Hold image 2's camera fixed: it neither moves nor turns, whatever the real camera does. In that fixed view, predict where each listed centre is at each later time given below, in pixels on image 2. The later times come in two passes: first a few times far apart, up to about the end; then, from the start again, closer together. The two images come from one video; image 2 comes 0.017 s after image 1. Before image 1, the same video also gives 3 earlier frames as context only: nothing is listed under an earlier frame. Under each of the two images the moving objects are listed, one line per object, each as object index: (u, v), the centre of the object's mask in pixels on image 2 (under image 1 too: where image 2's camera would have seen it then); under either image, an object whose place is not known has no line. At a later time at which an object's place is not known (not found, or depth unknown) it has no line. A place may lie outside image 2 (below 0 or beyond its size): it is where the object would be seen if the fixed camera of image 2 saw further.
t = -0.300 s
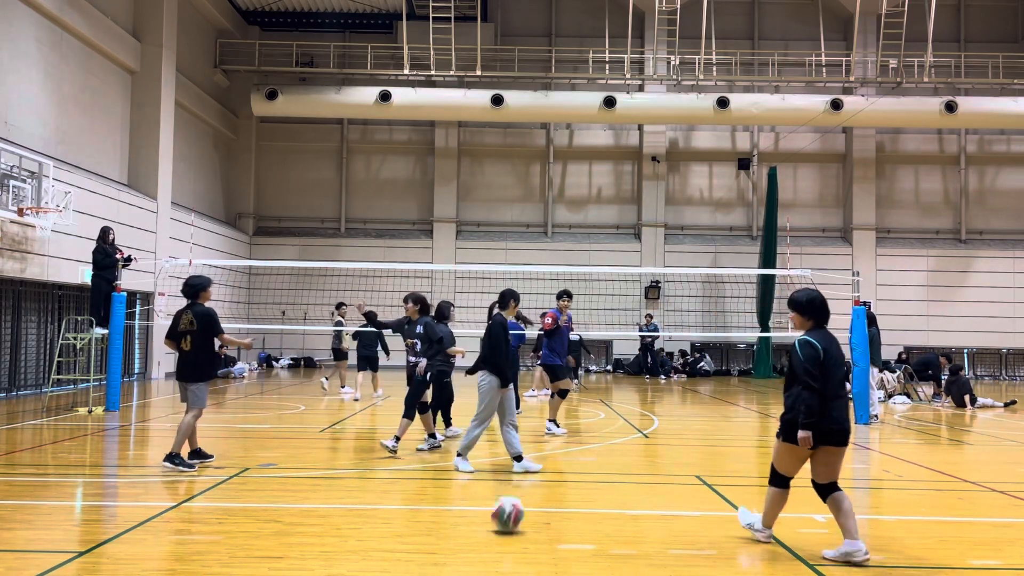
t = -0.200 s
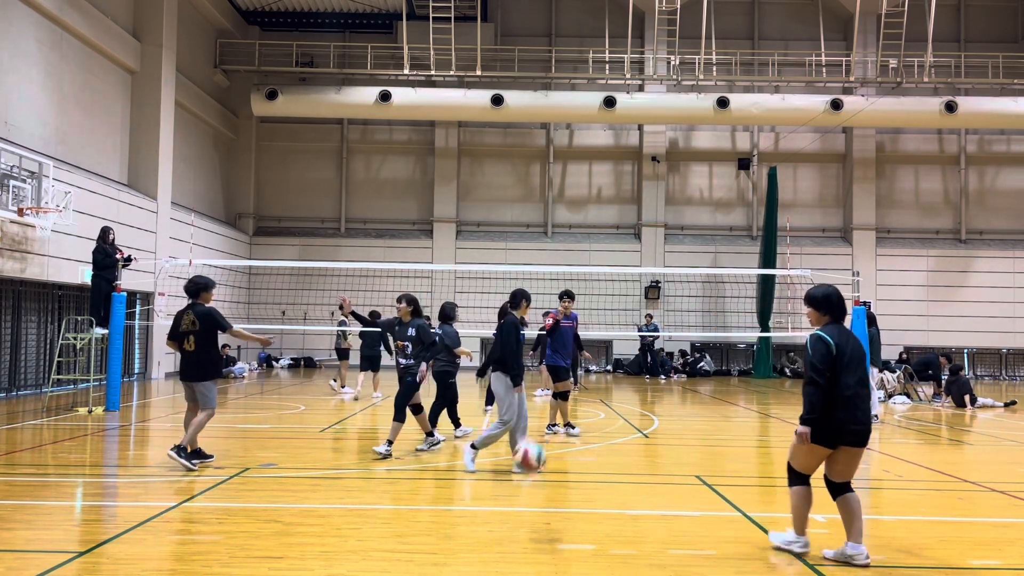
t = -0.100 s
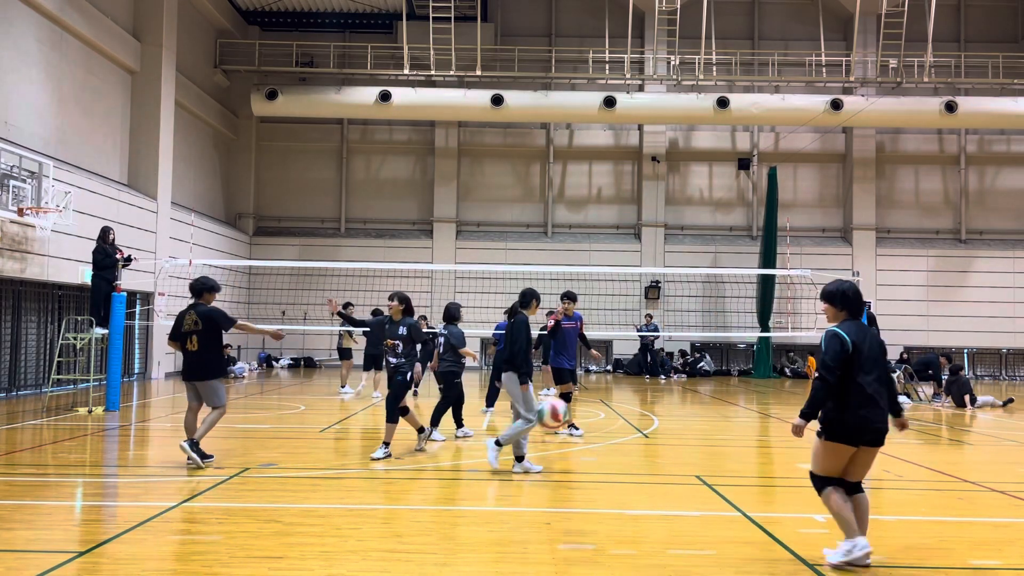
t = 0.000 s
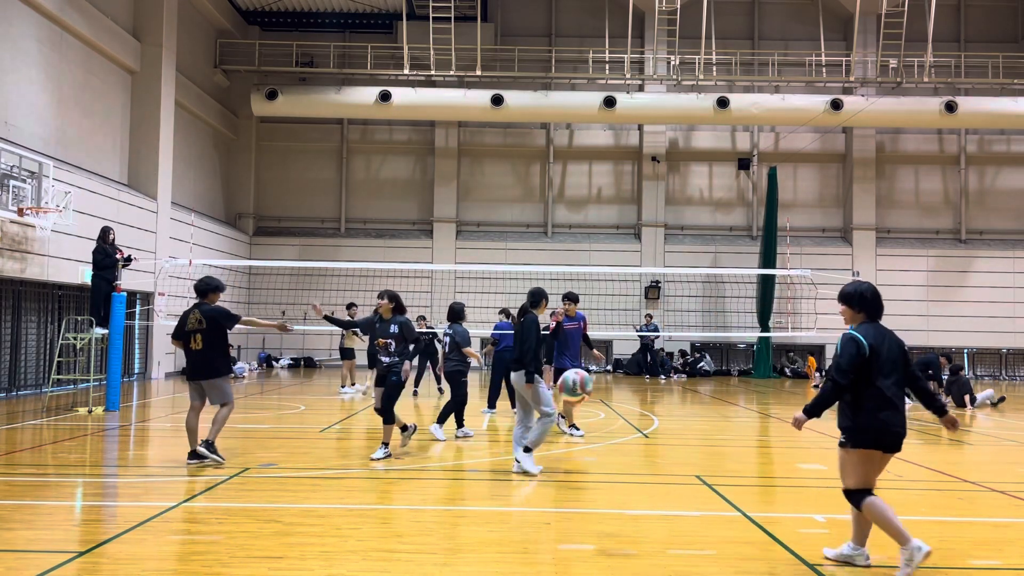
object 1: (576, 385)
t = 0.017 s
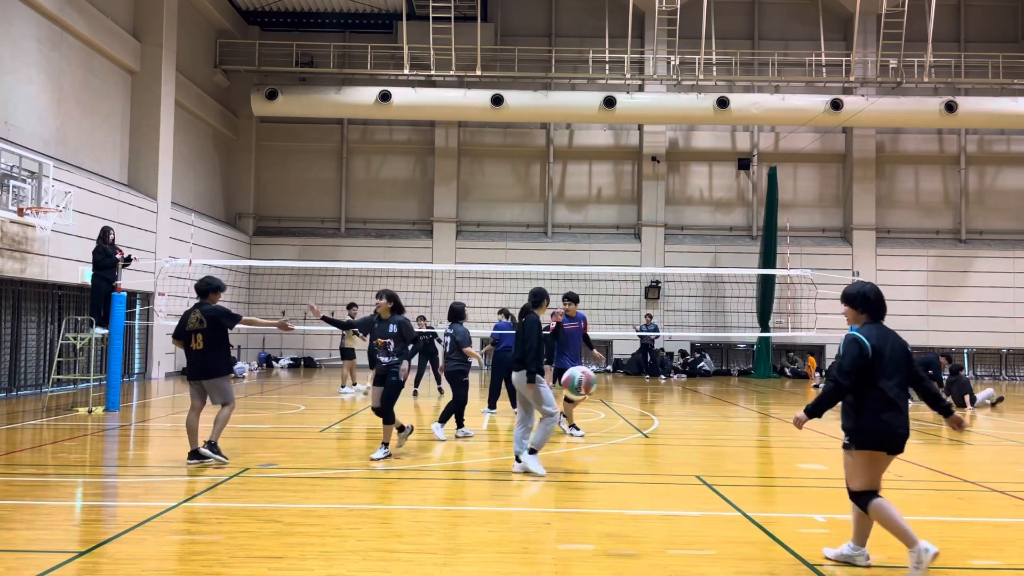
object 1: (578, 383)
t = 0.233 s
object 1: (630, 381)
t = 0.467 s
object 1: (689, 472)
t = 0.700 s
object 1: (754, 496)
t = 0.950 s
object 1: (830, 456)
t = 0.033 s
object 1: (582, 380)
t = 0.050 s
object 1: (587, 377)
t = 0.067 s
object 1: (591, 376)
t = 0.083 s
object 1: (594, 374)
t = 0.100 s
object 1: (598, 374)
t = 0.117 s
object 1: (601, 373)
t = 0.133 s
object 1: (606, 373)
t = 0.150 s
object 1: (610, 373)
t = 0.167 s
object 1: (613, 373)
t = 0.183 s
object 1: (618, 375)
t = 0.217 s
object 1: (626, 378)
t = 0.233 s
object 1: (630, 381)
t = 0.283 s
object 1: (642, 393)
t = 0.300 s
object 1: (647, 397)
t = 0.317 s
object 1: (651, 402)
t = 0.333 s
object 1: (655, 407)
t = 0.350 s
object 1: (660, 414)
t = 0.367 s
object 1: (664, 420)
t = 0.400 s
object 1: (672, 436)
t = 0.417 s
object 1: (676, 444)
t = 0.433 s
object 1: (680, 453)
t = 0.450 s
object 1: (684, 463)
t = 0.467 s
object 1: (689, 472)
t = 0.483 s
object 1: (692, 482)
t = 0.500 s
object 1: (697, 494)
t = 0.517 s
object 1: (701, 505)
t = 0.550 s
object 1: (710, 531)
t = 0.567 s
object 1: (715, 543)
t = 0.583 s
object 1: (719, 553)
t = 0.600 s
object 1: (724, 542)
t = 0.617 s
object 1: (729, 534)
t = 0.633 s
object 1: (734, 525)
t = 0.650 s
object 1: (739, 517)
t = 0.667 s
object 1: (743, 509)
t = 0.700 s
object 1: (754, 496)
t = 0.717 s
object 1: (759, 490)
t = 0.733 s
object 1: (763, 485)
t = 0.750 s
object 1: (768, 480)
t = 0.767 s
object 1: (773, 475)
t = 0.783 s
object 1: (778, 471)
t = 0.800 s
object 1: (783, 466)
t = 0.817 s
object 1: (789, 463)
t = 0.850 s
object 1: (799, 459)
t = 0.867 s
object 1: (804, 458)
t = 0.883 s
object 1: (809, 457)
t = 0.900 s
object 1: (815, 456)
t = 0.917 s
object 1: (819, 456)
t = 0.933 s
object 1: (824, 456)
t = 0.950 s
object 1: (830, 456)
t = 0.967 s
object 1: (836, 458)
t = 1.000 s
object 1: (847, 463)
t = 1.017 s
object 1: (853, 466)
